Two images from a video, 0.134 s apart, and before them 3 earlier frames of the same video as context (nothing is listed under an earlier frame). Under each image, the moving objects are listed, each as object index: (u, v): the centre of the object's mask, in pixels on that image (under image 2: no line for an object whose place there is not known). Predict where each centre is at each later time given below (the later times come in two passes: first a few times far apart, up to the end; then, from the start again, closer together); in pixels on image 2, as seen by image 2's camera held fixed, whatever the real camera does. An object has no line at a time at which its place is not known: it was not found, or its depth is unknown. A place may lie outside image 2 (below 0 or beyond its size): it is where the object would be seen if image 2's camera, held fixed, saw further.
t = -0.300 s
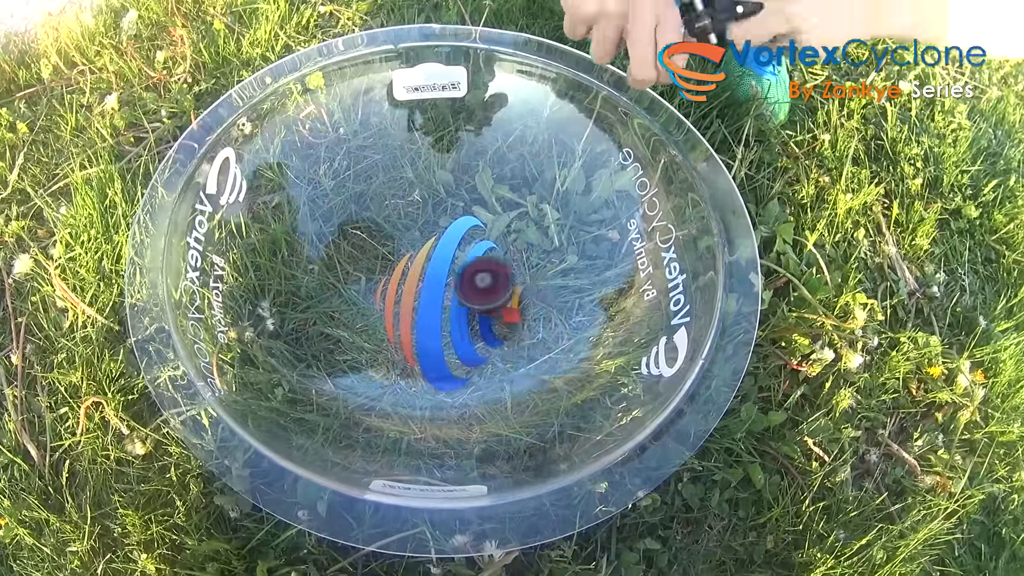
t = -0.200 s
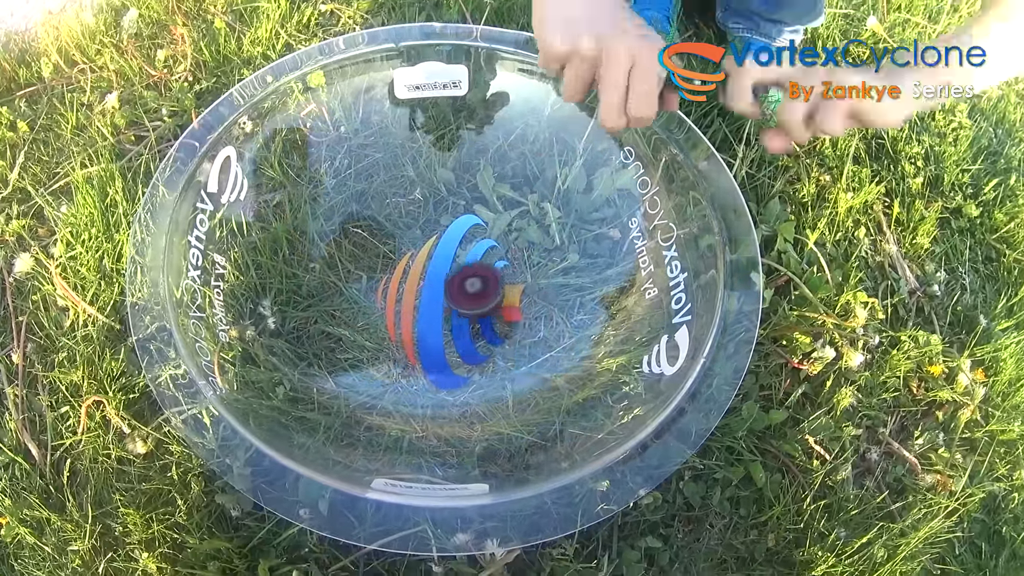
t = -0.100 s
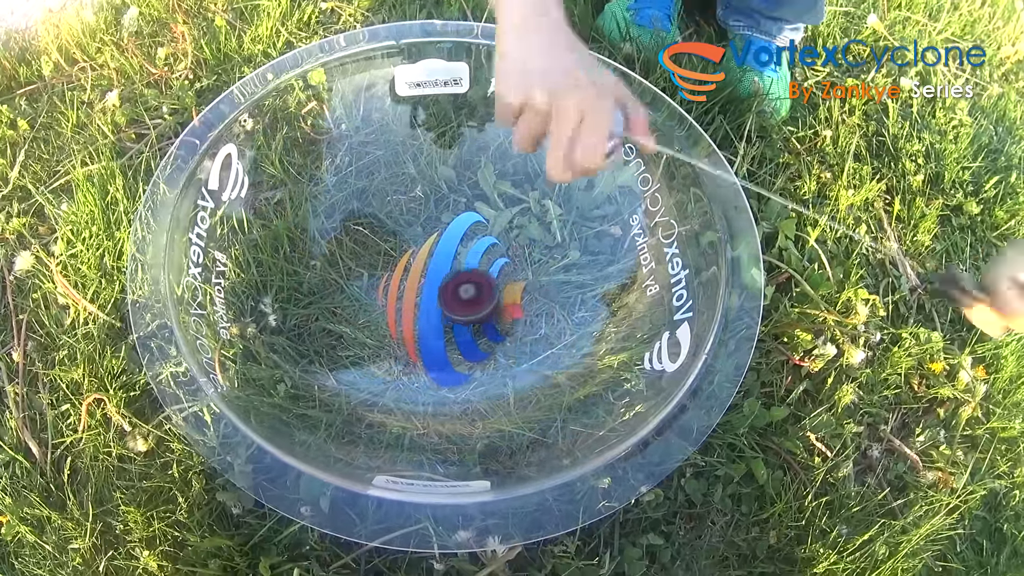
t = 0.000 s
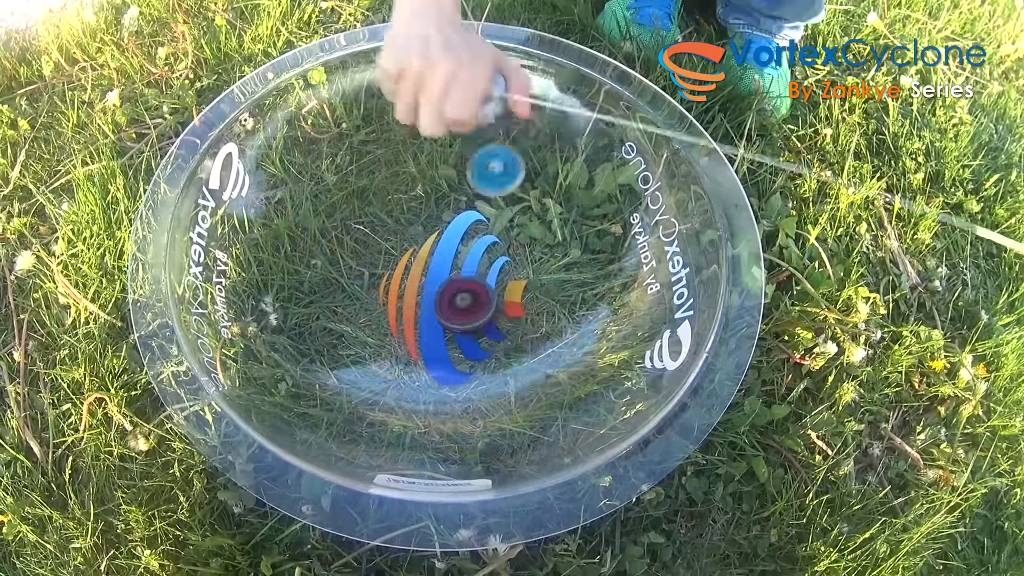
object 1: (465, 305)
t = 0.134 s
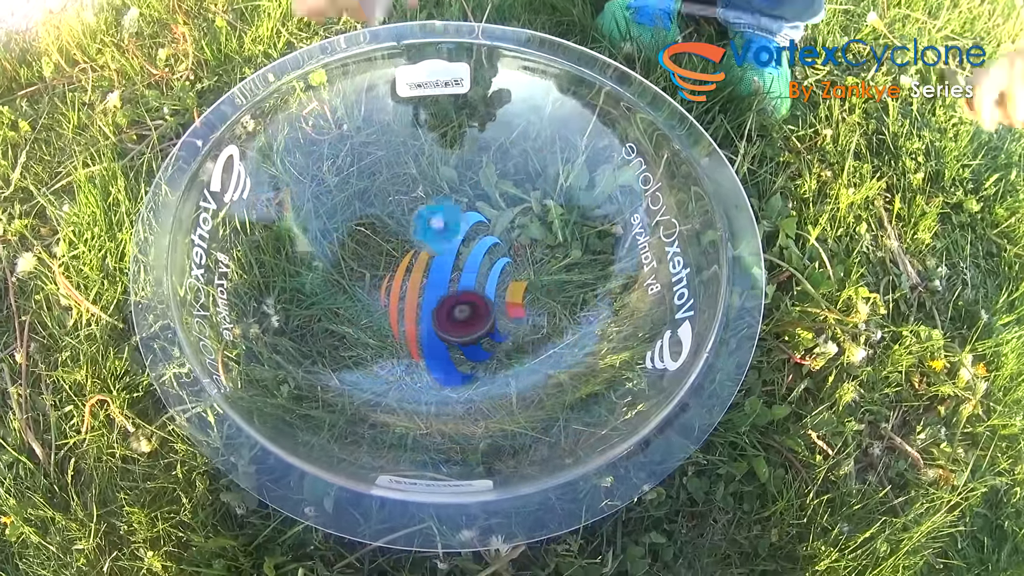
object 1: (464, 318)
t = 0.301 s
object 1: (517, 368)
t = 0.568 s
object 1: (549, 350)
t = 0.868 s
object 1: (493, 232)
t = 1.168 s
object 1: (337, 314)
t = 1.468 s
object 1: (547, 369)
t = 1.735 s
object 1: (529, 230)
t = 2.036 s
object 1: (301, 288)
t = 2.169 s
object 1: (400, 388)
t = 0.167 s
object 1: (464, 320)
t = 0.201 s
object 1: (463, 322)
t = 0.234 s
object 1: (463, 324)
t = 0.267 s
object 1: (487, 346)
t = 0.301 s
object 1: (517, 368)
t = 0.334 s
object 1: (543, 377)
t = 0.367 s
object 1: (565, 388)
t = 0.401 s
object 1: (581, 390)
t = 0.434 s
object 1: (589, 388)
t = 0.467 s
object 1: (589, 384)
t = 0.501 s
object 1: (583, 380)
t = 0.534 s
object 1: (568, 368)
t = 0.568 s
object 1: (549, 350)
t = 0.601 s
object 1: (560, 321)
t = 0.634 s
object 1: (569, 301)
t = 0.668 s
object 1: (577, 288)
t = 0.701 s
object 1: (577, 279)
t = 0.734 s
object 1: (568, 261)
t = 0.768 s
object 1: (558, 251)
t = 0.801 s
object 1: (538, 240)
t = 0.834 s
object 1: (522, 235)
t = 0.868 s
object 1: (493, 232)
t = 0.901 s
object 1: (469, 230)
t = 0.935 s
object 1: (444, 228)
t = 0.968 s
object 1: (419, 232)
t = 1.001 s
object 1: (396, 239)
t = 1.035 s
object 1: (373, 250)
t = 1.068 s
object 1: (355, 264)
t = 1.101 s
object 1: (341, 280)
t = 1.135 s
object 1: (336, 294)
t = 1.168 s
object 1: (337, 314)
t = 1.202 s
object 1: (340, 331)
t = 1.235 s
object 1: (353, 351)
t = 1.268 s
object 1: (372, 368)
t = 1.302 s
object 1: (397, 379)
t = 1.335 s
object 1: (427, 387)
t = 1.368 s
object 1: (459, 389)
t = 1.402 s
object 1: (490, 384)
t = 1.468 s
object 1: (547, 369)
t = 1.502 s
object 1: (569, 355)
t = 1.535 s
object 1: (585, 338)
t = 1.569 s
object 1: (593, 318)
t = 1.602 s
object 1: (593, 299)
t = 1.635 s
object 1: (584, 276)
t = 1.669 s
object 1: (570, 257)
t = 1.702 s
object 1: (553, 243)
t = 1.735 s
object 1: (529, 230)
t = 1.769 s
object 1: (498, 219)
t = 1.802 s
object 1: (465, 211)
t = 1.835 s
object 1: (429, 207)
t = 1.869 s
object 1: (396, 207)
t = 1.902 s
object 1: (363, 214)
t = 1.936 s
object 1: (336, 224)
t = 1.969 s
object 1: (316, 239)
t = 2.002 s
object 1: (305, 260)
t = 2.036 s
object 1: (301, 288)
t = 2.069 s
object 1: (308, 317)
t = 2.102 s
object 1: (326, 343)
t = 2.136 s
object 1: (357, 370)
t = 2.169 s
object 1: (400, 388)
